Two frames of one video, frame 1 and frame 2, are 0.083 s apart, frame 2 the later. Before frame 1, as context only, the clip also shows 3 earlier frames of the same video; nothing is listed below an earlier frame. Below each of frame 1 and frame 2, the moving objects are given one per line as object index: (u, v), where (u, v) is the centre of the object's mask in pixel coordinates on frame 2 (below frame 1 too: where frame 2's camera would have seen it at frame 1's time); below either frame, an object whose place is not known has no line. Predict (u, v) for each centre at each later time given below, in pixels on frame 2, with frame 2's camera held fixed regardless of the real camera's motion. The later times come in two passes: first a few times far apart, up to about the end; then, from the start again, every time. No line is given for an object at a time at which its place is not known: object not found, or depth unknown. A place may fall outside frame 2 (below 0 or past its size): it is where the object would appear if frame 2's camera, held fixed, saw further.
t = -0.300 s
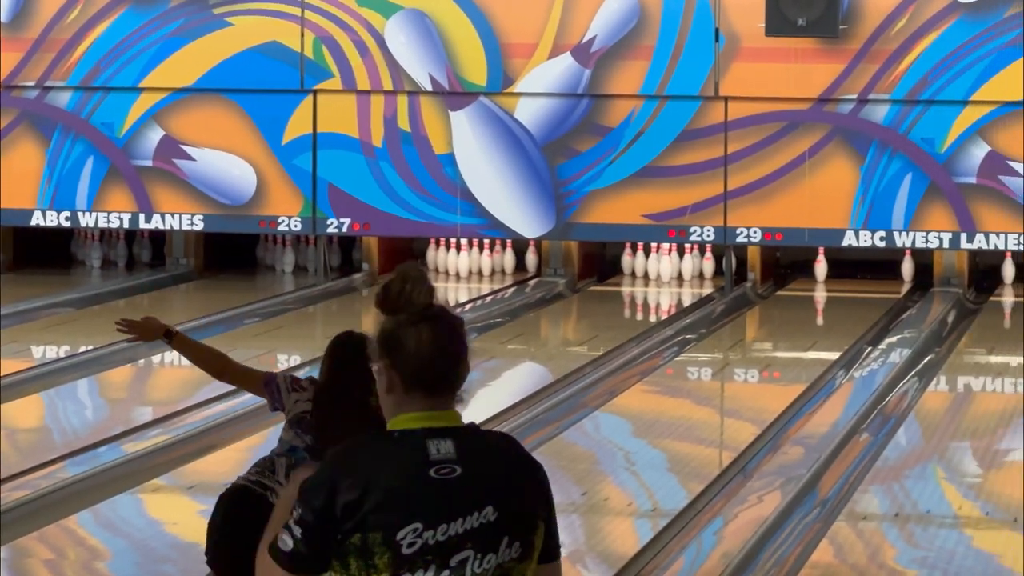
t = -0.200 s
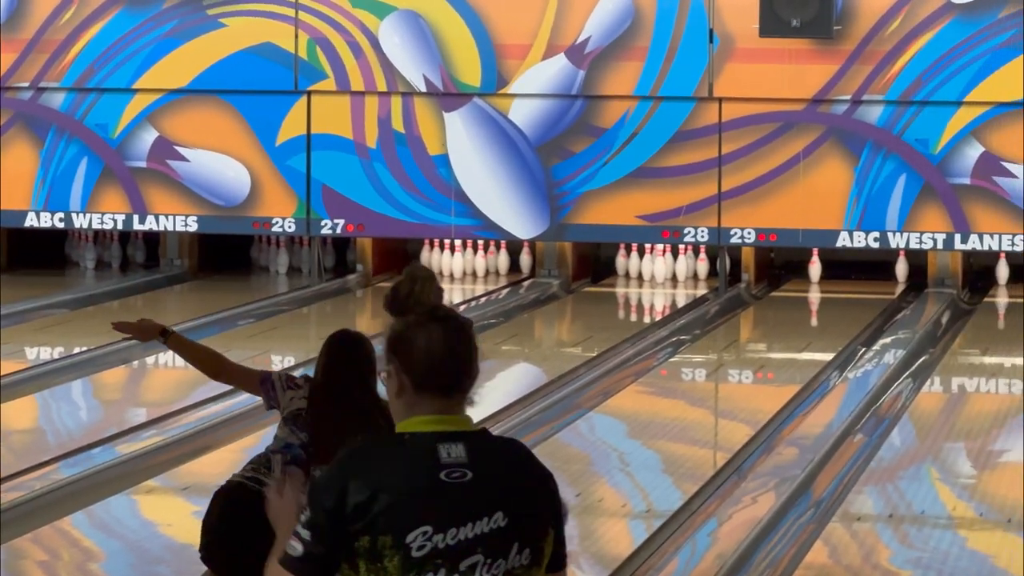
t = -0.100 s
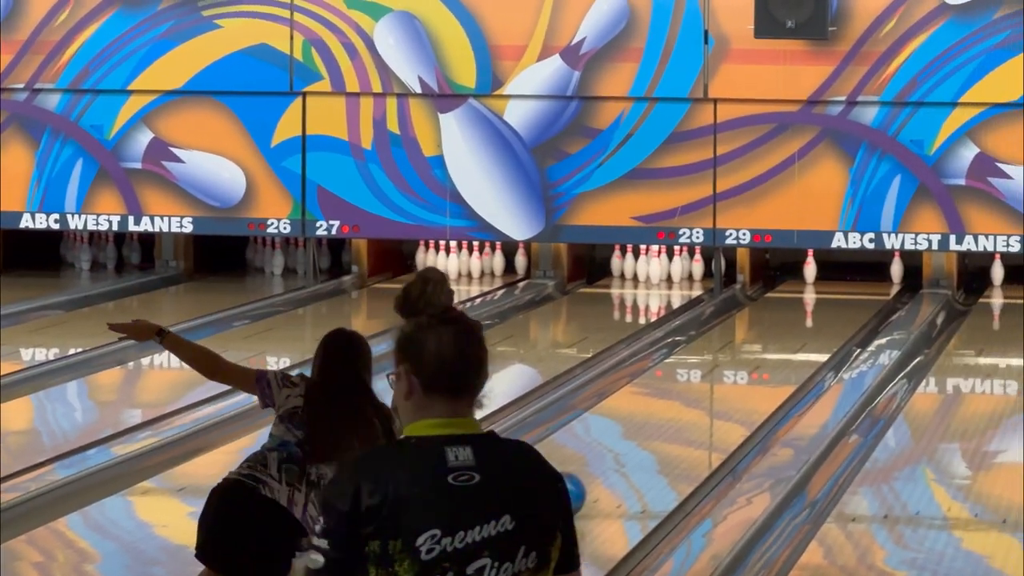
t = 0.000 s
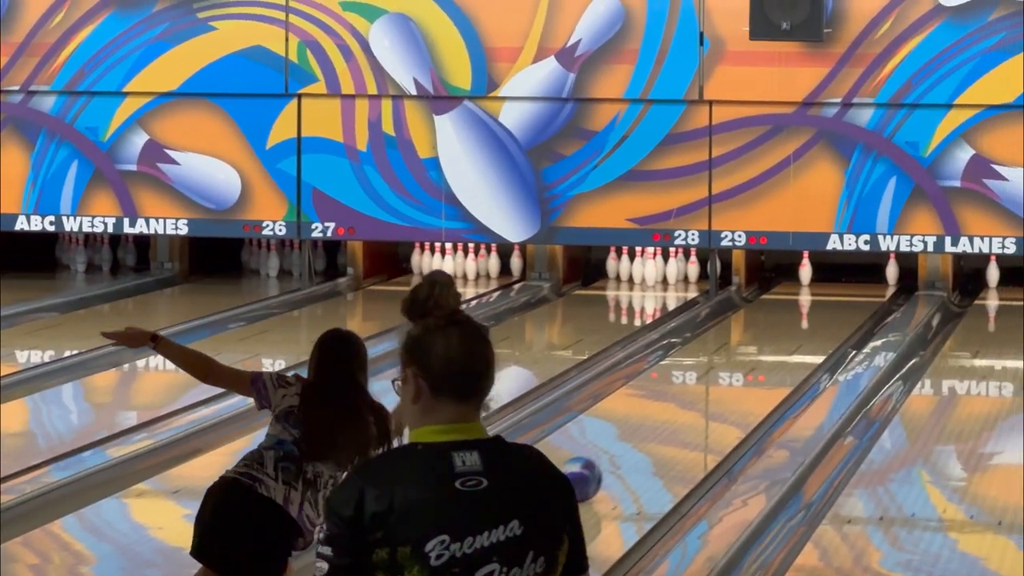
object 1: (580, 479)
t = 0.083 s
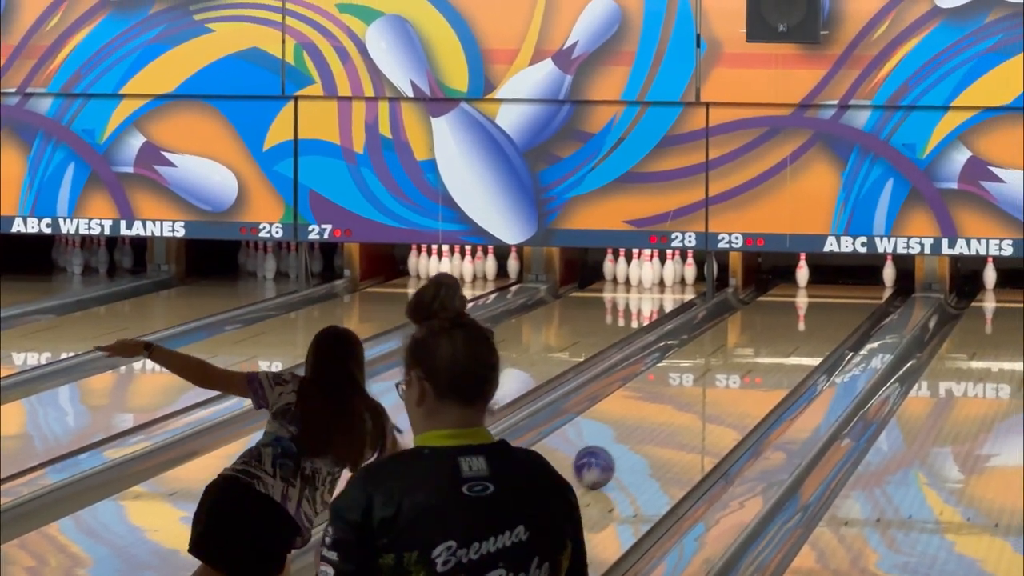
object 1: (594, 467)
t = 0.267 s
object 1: (625, 439)
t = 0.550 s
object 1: (668, 402)
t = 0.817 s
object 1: (701, 373)
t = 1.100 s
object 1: (731, 348)
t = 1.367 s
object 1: (754, 327)
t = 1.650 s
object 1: (773, 309)
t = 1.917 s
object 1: (788, 293)
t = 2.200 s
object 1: (800, 279)
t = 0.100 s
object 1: (596, 464)
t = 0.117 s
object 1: (599, 461)
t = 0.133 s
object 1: (602, 459)
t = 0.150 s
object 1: (605, 456)
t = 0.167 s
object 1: (608, 454)
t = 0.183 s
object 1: (611, 451)
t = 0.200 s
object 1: (614, 449)
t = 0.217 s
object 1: (617, 446)
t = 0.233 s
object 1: (619, 444)
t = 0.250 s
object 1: (622, 441)
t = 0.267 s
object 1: (625, 439)
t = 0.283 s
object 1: (628, 436)
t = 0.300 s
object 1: (631, 434)
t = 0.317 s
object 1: (634, 432)
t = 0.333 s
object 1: (636, 429)
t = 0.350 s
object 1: (639, 427)
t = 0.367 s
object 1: (642, 425)
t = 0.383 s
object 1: (644, 423)
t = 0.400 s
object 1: (647, 420)
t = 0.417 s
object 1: (650, 419)
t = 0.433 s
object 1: (652, 417)
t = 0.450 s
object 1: (654, 414)
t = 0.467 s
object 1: (657, 412)
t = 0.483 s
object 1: (659, 410)
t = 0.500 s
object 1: (661, 408)
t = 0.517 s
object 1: (664, 406)
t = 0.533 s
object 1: (666, 404)
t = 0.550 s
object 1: (668, 402)
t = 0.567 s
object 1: (670, 400)
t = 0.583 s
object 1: (672, 398)
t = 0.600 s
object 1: (674, 396)
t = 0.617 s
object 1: (676, 394)
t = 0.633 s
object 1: (679, 392)
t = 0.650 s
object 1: (681, 391)
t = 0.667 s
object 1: (683, 389)
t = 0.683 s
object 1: (685, 387)
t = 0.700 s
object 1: (687, 385)
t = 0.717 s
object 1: (689, 384)
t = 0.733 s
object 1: (691, 382)
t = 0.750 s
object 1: (694, 380)
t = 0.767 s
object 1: (696, 378)
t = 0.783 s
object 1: (698, 376)
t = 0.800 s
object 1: (700, 375)
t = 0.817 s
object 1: (701, 373)
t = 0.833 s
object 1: (703, 372)
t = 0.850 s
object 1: (705, 370)
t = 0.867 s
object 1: (707, 369)
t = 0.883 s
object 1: (708, 367)
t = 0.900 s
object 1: (710, 366)
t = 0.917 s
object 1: (712, 364)
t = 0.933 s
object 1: (714, 362)
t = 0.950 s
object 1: (716, 360)
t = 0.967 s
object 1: (717, 359)
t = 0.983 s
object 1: (719, 358)
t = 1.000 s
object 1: (720, 356)
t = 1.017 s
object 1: (722, 355)
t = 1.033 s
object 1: (724, 354)
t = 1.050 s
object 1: (726, 352)
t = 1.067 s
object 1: (728, 351)
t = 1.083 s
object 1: (729, 349)
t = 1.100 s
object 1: (731, 348)
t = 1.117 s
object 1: (732, 347)
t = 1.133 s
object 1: (734, 345)
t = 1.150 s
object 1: (735, 343)
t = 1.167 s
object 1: (737, 342)
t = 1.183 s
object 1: (738, 341)
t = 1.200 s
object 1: (740, 340)
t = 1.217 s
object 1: (741, 339)
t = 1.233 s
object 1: (743, 337)
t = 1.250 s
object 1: (745, 336)
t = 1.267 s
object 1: (747, 335)
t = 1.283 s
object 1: (747, 333)
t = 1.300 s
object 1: (748, 333)
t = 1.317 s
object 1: (750, 331)
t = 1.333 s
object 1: (752, 330)
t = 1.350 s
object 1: (753, 329)
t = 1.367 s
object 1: (754, 327)
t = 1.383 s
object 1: (756, 326)
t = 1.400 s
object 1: (756, 325)
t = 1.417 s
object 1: (758, 324)
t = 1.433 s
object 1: (759, 323)
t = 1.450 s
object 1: (760, 321)
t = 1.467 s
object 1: (762, 321)
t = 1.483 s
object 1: (763, 319)
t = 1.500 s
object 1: (764, 318)
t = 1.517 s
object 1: (765, 317)
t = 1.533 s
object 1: (767, 316)
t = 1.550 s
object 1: (767, 315)
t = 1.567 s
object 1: (769, 314)
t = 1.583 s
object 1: (769, 313)
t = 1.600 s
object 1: (770, 312)
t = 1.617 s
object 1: (771, 311)
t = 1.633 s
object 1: (772, 310)
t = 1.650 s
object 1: (773, 309)
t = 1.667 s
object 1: (775, 308)
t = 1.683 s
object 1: (776, 307)
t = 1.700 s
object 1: (776, 306)
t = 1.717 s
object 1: (777, 305)
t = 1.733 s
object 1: (778, 304)
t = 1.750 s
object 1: (779, 303)
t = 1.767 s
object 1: (780, 302)
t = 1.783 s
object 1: (781, 301)
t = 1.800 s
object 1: (782, 300)
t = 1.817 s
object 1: (783, 299)
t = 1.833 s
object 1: (784, 298)
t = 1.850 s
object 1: (785, 297)
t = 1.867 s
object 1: (785, 296)
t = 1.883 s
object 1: (786, 295)
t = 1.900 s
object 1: (787, 294)
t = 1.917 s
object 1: (788, 293)
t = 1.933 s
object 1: (789, 292)
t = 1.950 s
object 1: (790, 291)
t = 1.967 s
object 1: (791, 290)
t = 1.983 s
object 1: (791, 290)
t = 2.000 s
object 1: (792, 289)
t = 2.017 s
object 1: (793, 288)
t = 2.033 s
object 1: (793, 287)
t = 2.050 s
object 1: (794, 287)
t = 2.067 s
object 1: (795, 286)
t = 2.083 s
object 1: (796, 285)
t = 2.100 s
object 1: (796, 285)
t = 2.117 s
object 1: (797, 283)
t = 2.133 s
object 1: (798, 283)
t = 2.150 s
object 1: (798, 282)
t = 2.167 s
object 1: (799, 280)
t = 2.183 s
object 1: (799, 280)
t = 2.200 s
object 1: (800, 279)
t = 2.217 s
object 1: (801, 278)
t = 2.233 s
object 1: (801, 278)
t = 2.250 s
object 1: (802, 277)
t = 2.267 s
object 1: (803, 277)
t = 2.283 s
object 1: (804, 276)
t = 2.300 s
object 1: (804, 275)
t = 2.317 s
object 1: (804, 275)
